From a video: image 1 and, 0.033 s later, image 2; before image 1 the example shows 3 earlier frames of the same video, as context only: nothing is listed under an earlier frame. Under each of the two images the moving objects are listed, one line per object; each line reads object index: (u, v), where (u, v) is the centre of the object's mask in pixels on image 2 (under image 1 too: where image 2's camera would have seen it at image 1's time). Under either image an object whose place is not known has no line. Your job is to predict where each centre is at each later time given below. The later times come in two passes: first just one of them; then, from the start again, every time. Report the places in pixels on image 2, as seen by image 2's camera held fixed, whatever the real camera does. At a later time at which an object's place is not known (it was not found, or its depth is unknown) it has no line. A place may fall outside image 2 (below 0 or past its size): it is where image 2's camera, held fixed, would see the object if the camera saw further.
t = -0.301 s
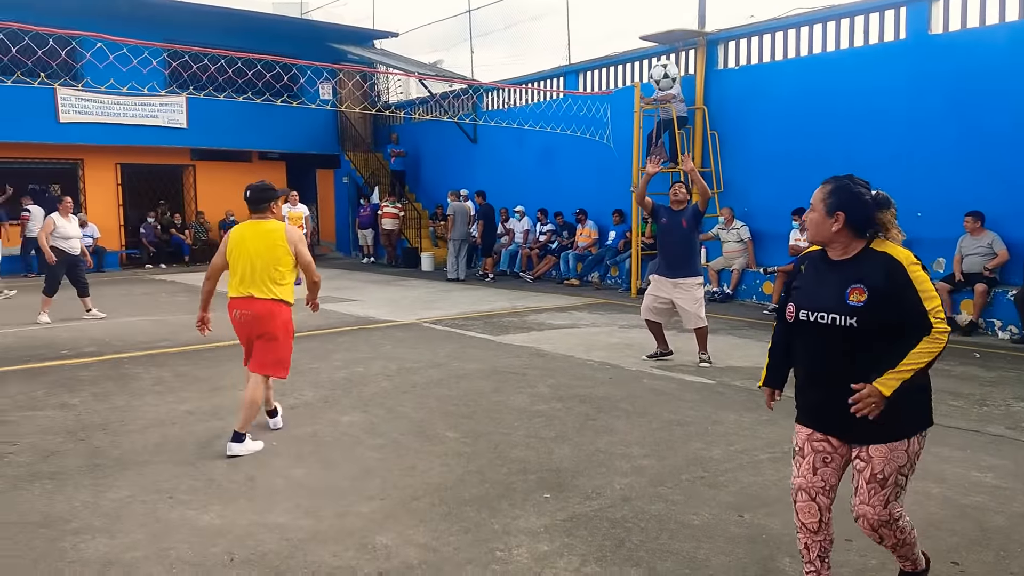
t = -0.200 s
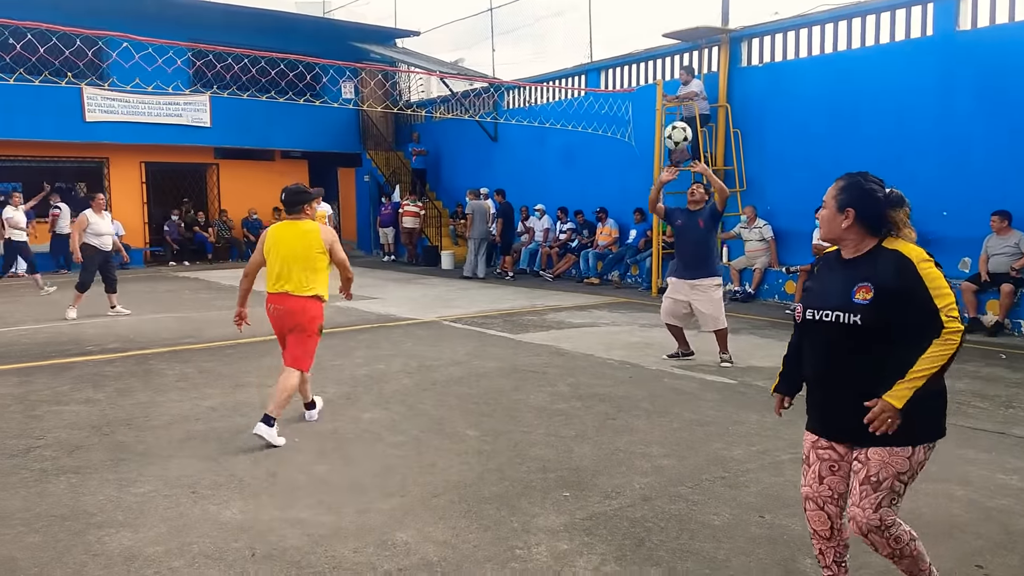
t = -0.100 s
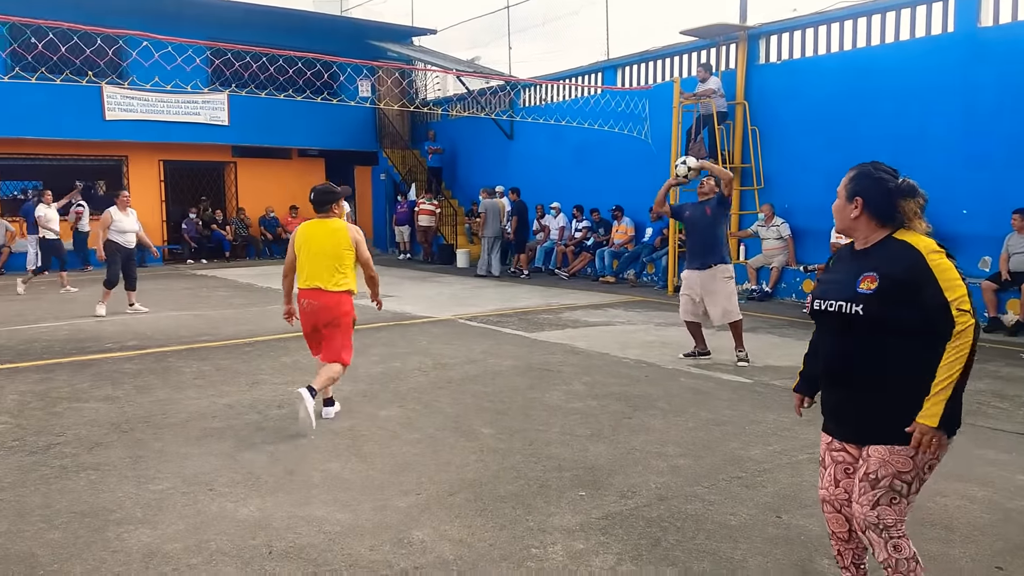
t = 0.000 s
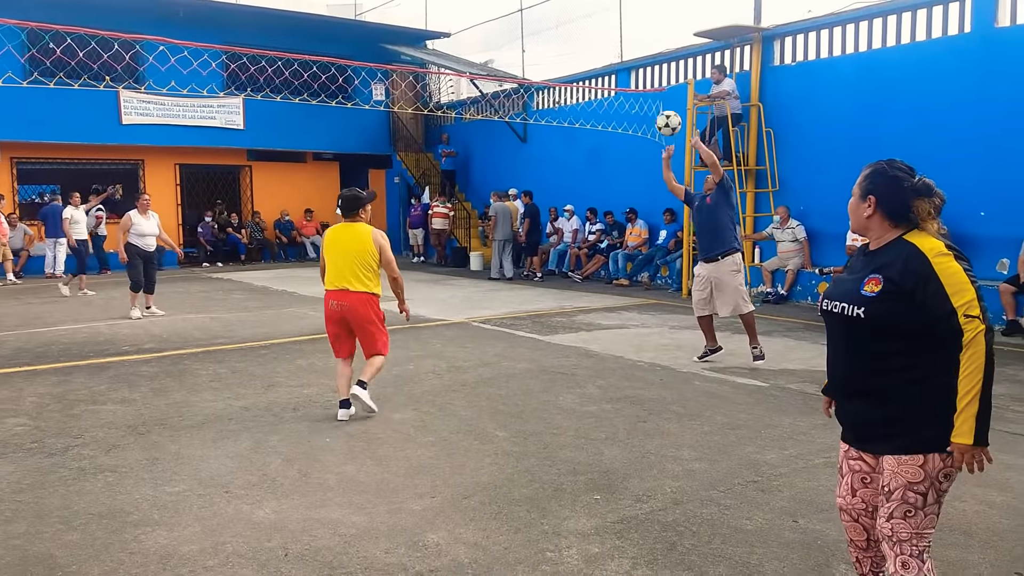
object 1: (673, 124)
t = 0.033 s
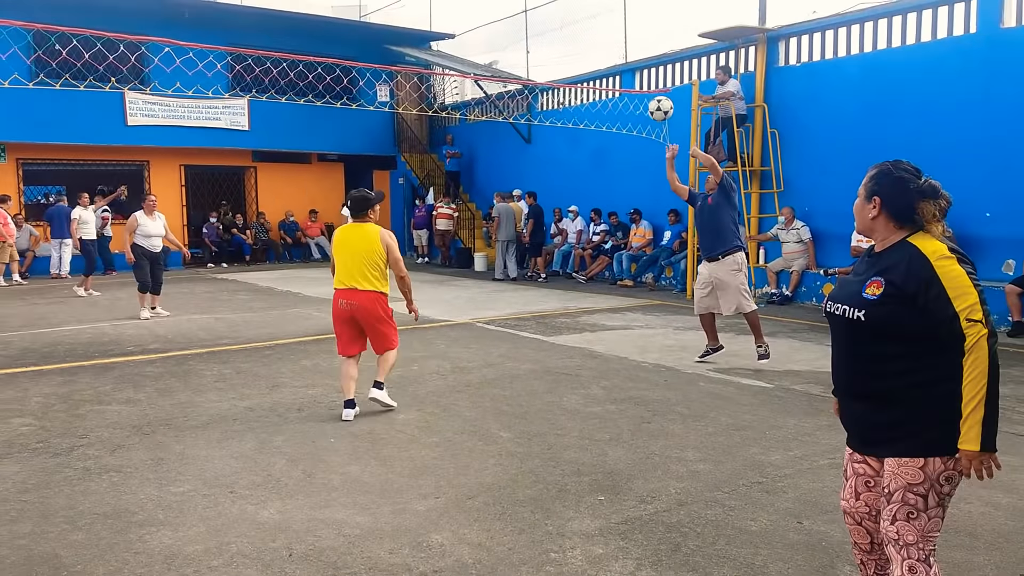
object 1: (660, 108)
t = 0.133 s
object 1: (626, 72)
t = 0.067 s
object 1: (649, 95)
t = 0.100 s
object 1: (637, 82)
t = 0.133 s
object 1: (626, 72)
